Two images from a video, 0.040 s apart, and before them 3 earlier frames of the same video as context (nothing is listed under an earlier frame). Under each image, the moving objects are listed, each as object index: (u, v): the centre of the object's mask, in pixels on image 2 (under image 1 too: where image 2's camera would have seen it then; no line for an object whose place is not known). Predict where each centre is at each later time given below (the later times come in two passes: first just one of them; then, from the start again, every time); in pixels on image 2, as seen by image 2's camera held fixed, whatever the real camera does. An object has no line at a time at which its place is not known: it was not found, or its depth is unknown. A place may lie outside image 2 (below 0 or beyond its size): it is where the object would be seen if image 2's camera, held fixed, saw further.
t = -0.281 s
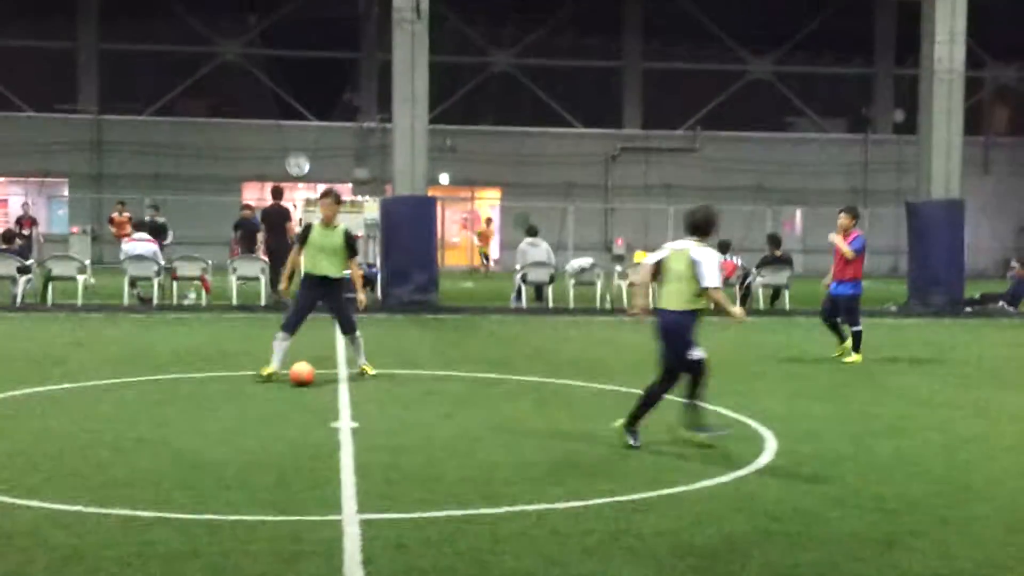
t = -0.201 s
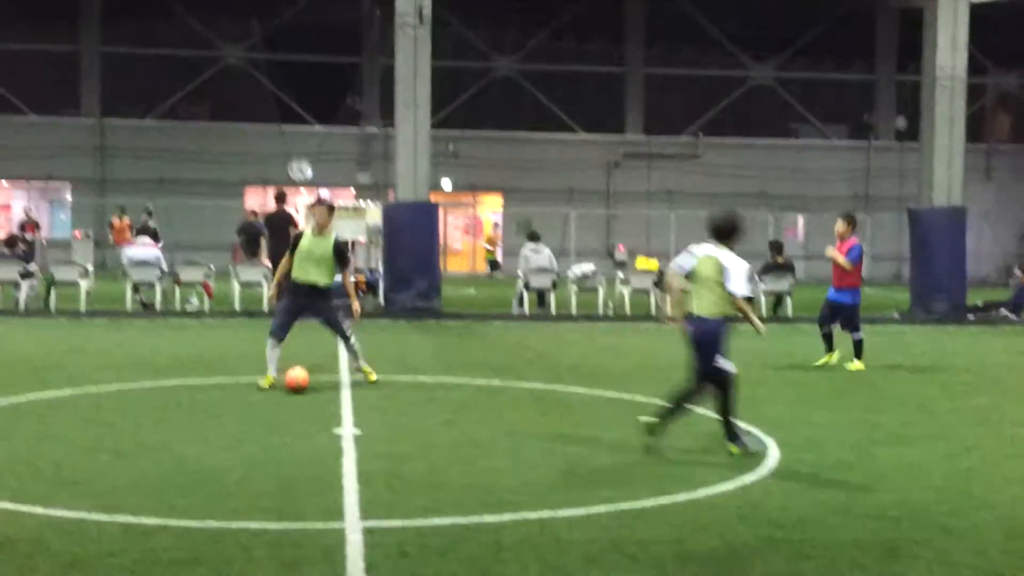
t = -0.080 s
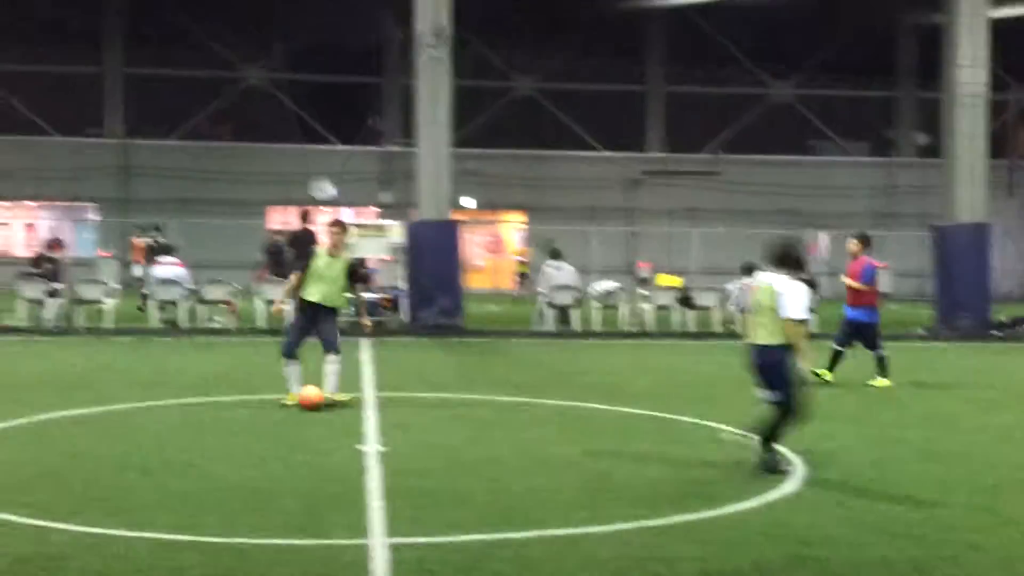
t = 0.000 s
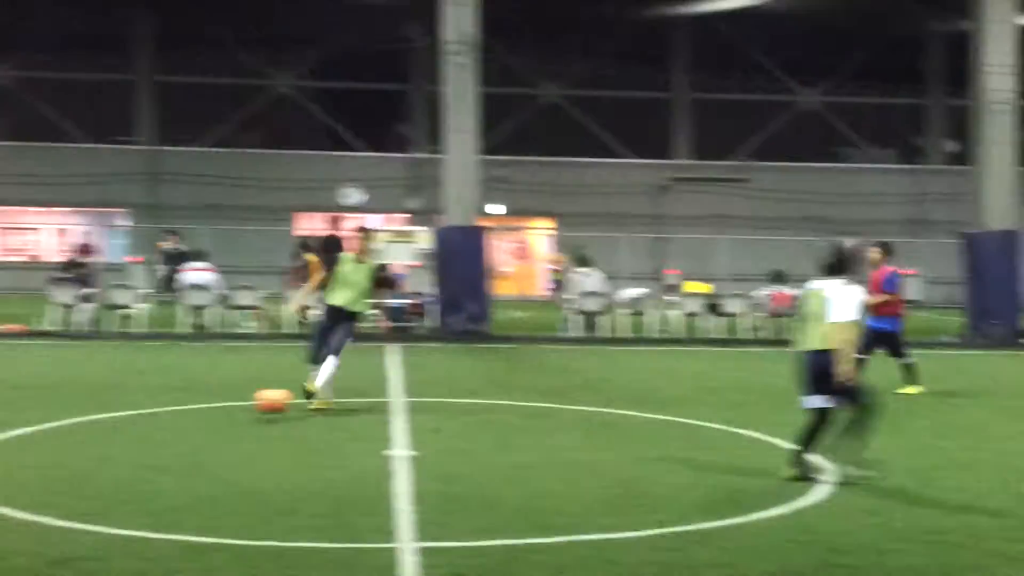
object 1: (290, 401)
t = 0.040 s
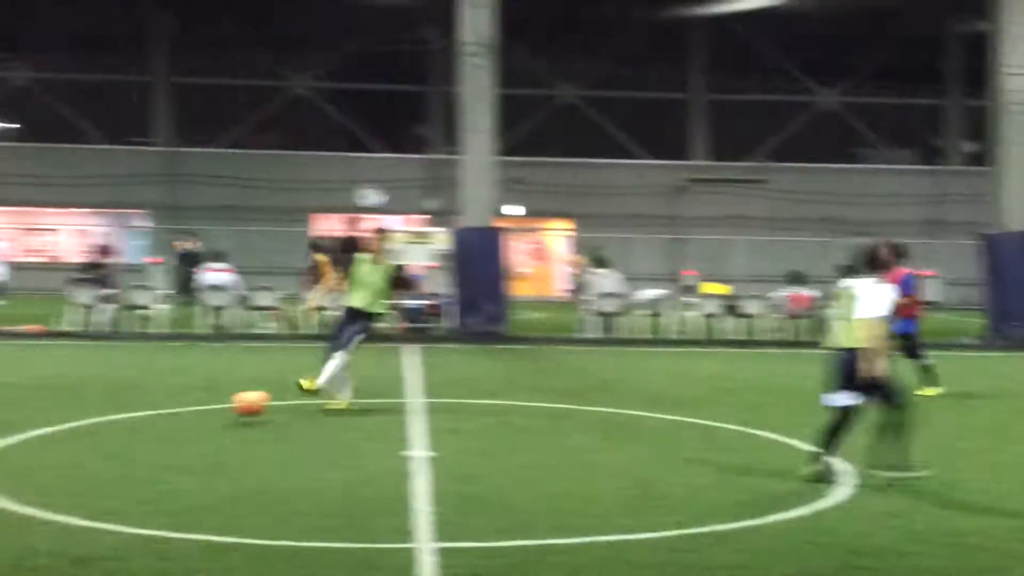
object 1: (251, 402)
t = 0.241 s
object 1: (28, 423)
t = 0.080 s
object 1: (207, 406)
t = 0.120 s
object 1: (163, 412)
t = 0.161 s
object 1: (116, 420)
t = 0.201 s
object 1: (72, 422)
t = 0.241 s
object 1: (28, 423)
